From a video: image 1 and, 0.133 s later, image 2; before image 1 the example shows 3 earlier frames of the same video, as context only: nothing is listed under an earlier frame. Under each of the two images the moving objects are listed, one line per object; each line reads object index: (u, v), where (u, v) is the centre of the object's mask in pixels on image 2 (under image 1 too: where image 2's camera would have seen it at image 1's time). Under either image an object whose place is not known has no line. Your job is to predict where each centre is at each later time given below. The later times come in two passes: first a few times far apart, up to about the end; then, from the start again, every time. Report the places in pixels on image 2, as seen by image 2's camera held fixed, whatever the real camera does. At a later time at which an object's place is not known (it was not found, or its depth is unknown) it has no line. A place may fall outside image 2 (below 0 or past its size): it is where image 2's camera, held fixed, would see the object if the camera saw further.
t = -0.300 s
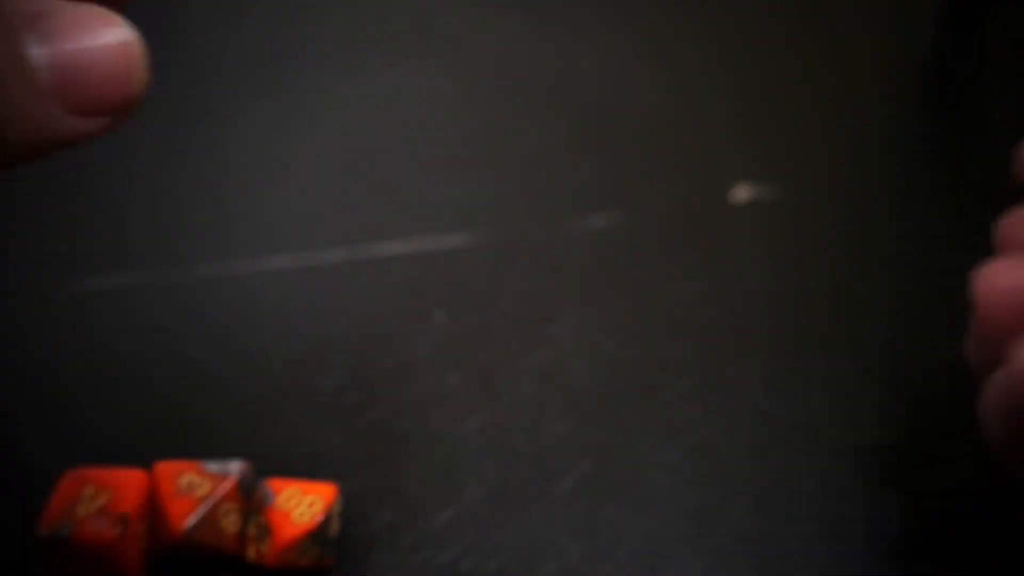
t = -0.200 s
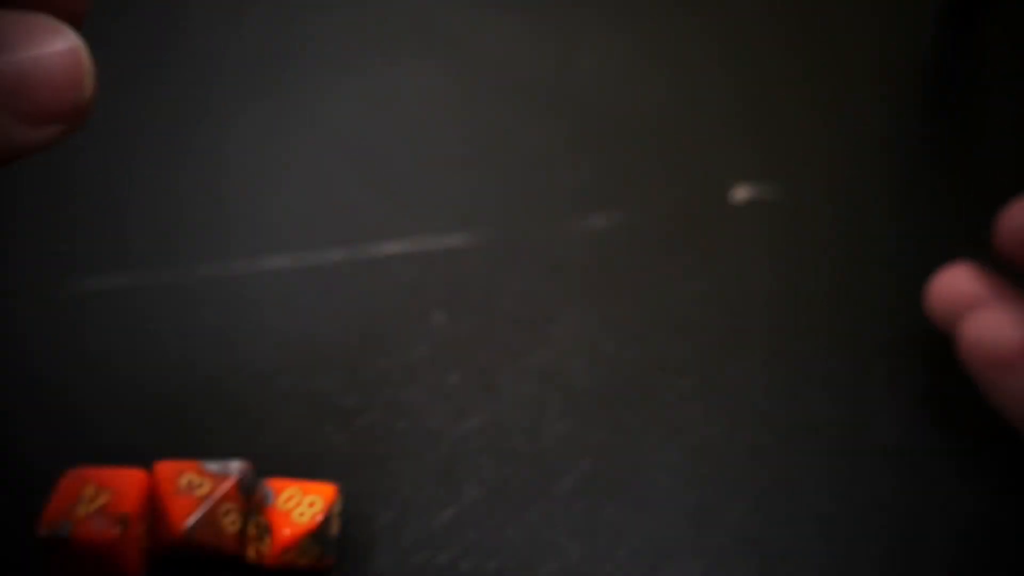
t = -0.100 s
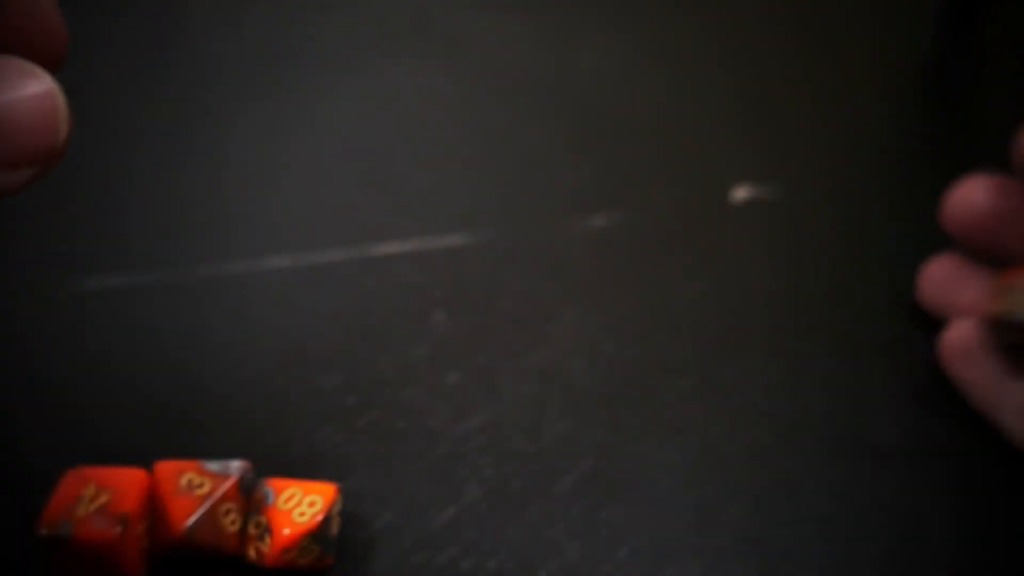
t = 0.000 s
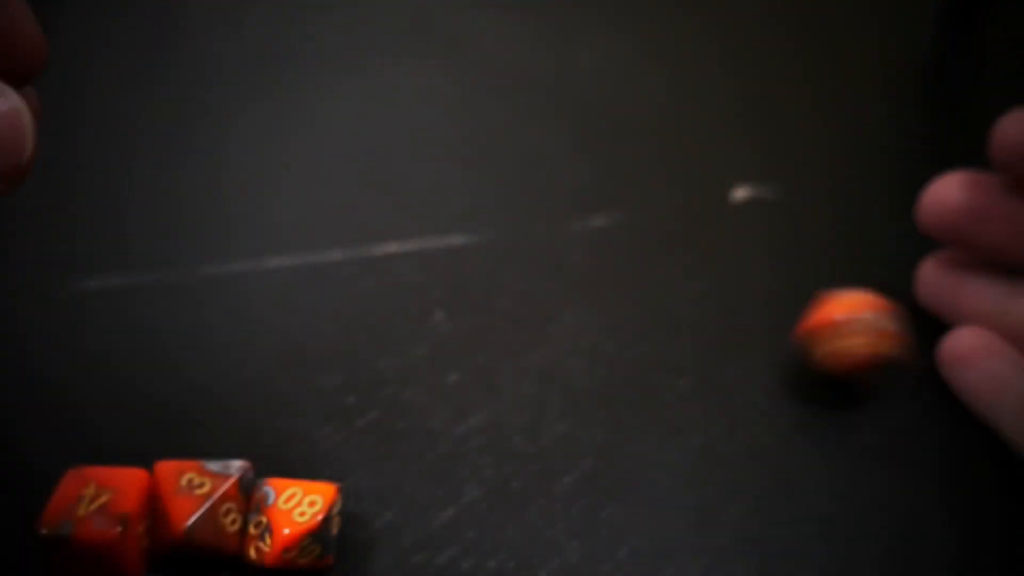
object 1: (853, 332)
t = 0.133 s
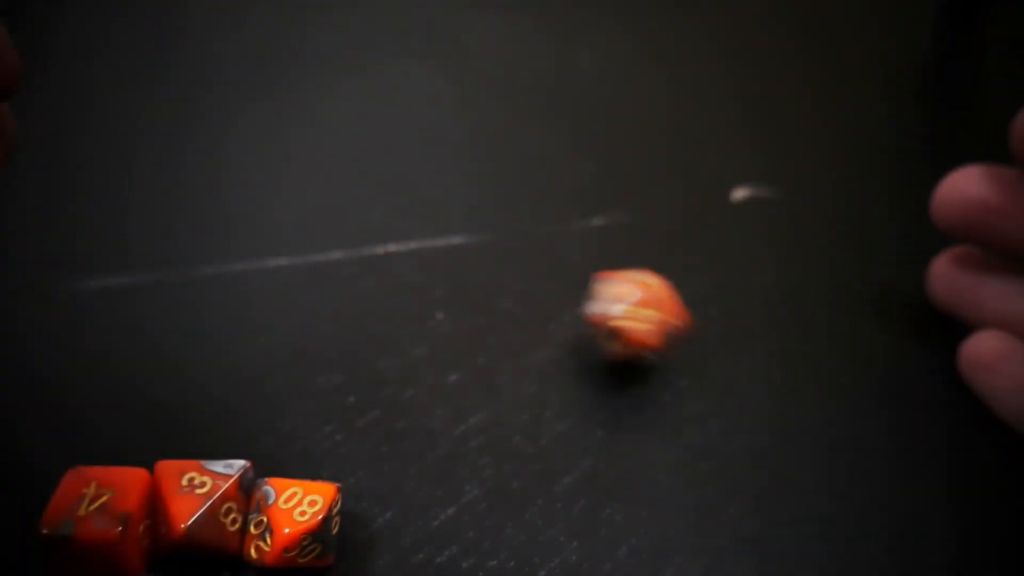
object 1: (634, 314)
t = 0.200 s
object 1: (530, 305)
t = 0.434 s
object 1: (288, 280)
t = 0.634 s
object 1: (226, 275)
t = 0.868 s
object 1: (226, 275)
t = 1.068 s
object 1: (226, 275)
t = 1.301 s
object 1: (227, 275)
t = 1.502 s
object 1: (226, 275)
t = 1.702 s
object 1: (227, 275)
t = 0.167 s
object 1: (580, 313)
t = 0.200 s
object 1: (530, 305)
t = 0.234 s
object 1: (484, 294)
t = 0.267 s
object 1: (442, 291)
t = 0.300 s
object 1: (405, 285)
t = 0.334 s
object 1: (371, 282)
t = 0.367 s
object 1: (339, 279)
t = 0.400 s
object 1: (311, 281)
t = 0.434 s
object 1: (288, 280)
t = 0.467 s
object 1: (269, 278)
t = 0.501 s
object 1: (255, 280)
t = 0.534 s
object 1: (243, 277)
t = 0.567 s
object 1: (232, 276)
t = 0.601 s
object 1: (227, 275)
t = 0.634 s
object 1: (226, 275)
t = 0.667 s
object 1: (226, 275)
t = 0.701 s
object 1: (226, 275)
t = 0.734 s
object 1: (226, 275)
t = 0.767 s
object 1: (227, 275)
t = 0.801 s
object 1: (226, 275)
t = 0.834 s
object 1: (226, 275)
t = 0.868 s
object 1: (226, 275)
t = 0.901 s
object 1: (226, 275)
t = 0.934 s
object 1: (226, 275)
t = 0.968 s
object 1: (226, 275)
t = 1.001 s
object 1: (226, 275)
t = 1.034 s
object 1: (226, 275)
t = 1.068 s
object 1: (226, 275)
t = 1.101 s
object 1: (226, 275)
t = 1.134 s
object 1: (226, 275)
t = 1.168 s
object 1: (226, 275)
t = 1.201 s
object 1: (226, 275)
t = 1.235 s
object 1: (226, 275)
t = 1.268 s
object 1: (226, 275)
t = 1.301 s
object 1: (227, 275)
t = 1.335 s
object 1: (226, 275)
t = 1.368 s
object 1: (226, 275)
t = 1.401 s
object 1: (226, 275)
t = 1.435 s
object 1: (226, 275)
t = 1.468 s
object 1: (226, 275)
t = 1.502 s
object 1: (226, 275)
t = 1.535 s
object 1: (226, 275)
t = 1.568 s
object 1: (226, 275)
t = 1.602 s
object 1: (226, 275)
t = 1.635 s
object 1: (227, 275)
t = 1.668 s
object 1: (227, 275)
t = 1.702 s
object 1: (227, 275)
